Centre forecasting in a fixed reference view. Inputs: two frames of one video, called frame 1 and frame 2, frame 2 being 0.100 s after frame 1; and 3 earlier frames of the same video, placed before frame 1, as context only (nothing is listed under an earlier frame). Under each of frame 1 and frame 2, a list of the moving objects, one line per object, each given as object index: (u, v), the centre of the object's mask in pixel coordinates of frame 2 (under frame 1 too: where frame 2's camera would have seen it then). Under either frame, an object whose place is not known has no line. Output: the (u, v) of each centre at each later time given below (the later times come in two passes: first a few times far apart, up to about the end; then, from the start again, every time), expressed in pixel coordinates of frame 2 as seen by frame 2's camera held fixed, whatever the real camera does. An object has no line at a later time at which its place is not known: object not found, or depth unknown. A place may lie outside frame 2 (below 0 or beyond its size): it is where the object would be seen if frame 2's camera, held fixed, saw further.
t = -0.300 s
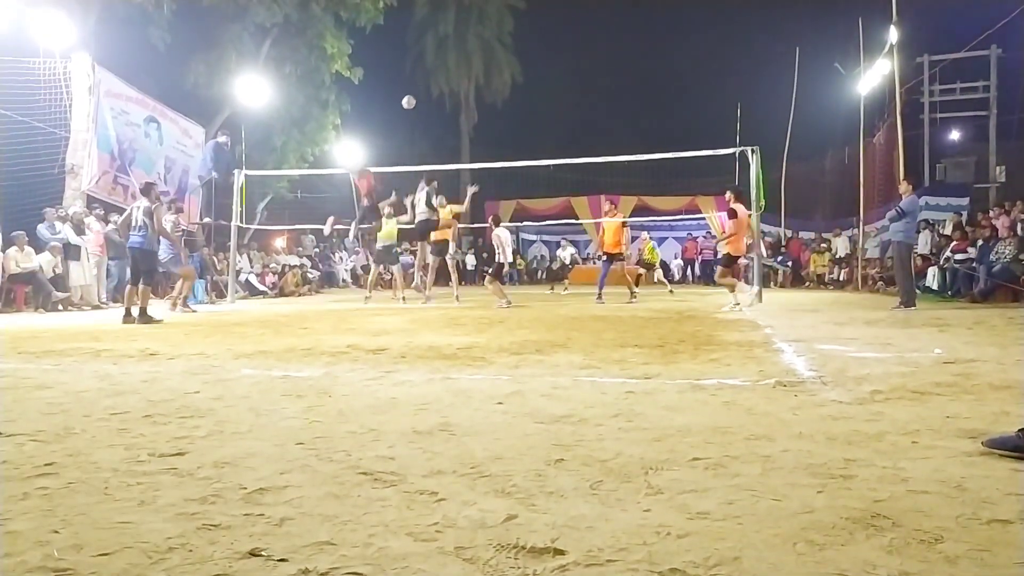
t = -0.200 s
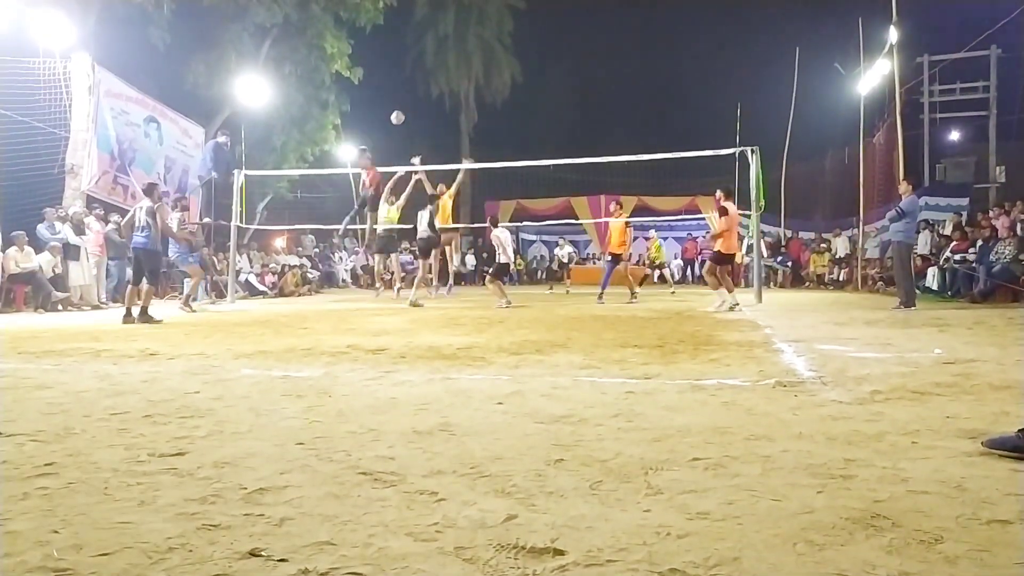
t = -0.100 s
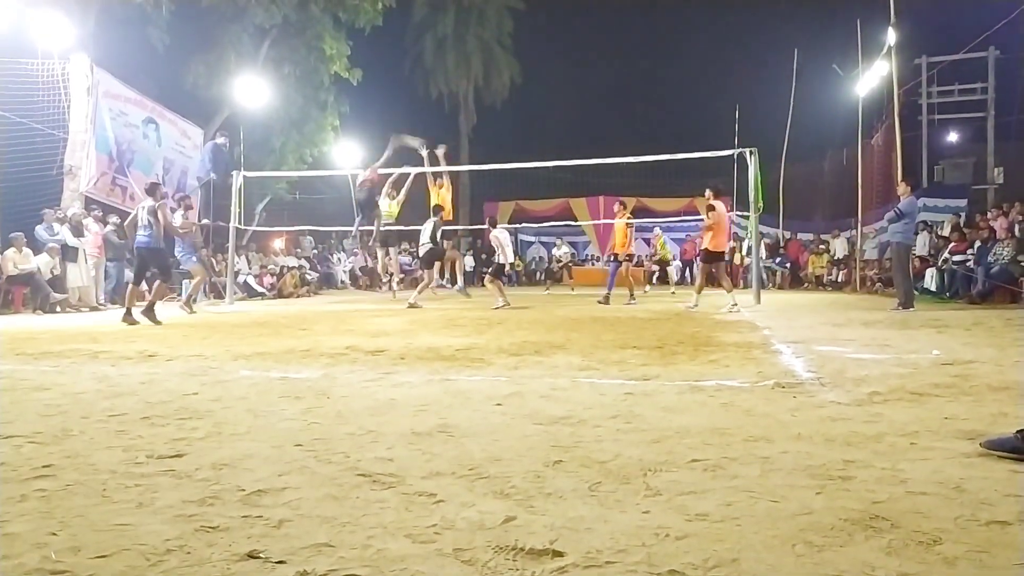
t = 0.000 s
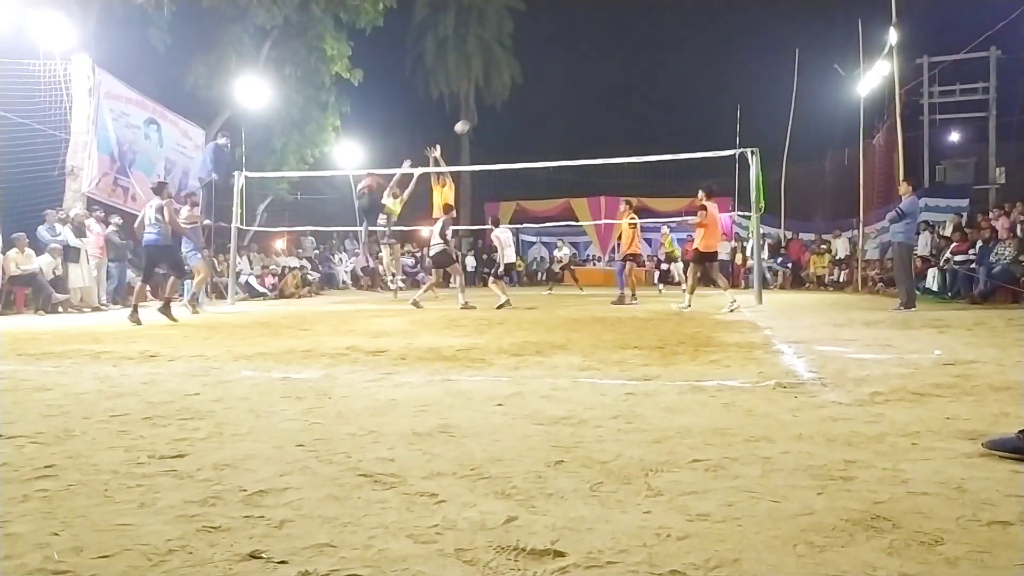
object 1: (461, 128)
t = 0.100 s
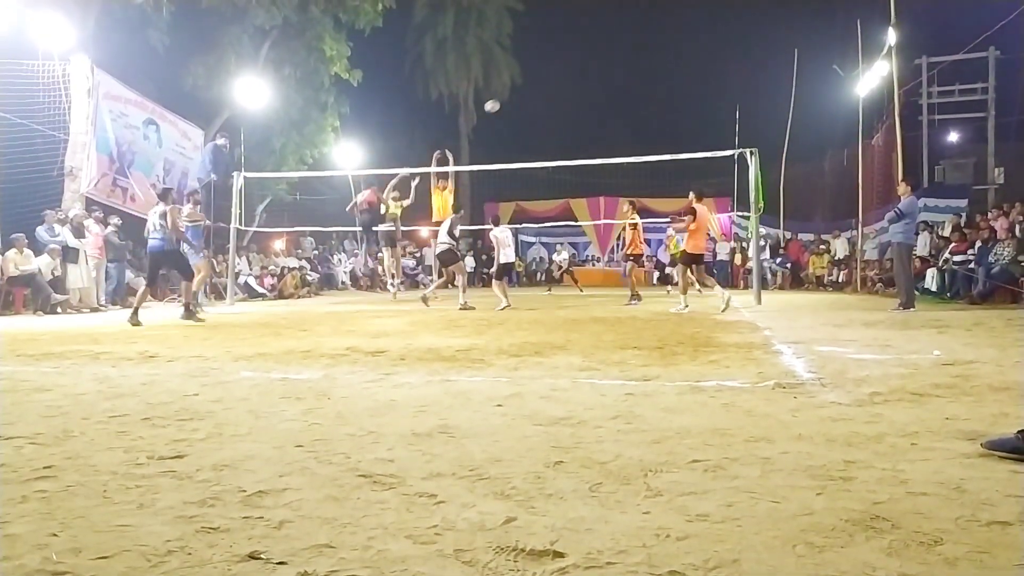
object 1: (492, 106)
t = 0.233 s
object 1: (532, 88)
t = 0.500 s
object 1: (610, 83)
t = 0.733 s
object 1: (674, 110)
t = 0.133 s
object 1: (502, 101)
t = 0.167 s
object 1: (512, 96)
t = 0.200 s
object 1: (522, 92)
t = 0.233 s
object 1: (532, 88)
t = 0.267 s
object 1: (542, 85)
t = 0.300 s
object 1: (552, 82)
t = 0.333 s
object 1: (562, 81)
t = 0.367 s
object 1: (572, 80)
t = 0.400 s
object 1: (581, 80)
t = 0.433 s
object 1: (591, 80)
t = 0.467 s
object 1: (601, 81)
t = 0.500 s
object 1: (610, 83)
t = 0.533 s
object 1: (619, 85)
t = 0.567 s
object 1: (629, 88)
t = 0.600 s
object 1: (638, 91)
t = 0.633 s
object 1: (647, 95)
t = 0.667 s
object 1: (656, 99)
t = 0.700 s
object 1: (665, 104)
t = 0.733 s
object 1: (674, 110)
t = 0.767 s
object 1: (682, 117)
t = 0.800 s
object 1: (691, 123)
